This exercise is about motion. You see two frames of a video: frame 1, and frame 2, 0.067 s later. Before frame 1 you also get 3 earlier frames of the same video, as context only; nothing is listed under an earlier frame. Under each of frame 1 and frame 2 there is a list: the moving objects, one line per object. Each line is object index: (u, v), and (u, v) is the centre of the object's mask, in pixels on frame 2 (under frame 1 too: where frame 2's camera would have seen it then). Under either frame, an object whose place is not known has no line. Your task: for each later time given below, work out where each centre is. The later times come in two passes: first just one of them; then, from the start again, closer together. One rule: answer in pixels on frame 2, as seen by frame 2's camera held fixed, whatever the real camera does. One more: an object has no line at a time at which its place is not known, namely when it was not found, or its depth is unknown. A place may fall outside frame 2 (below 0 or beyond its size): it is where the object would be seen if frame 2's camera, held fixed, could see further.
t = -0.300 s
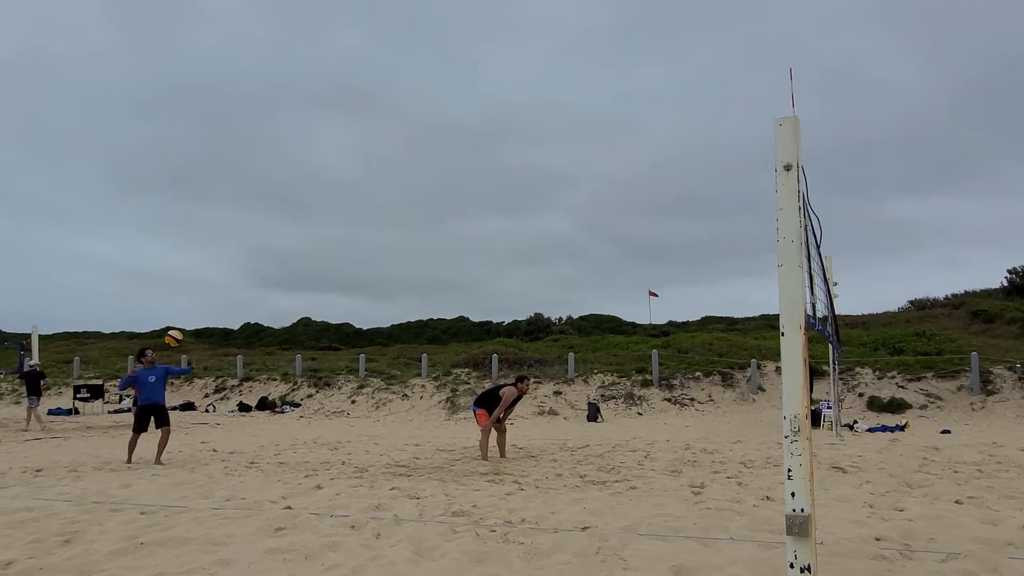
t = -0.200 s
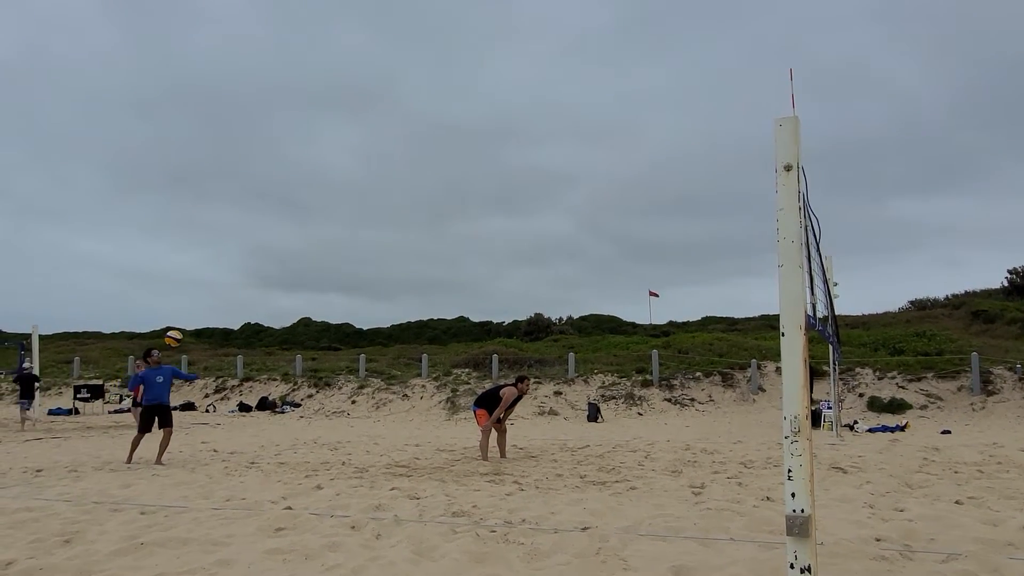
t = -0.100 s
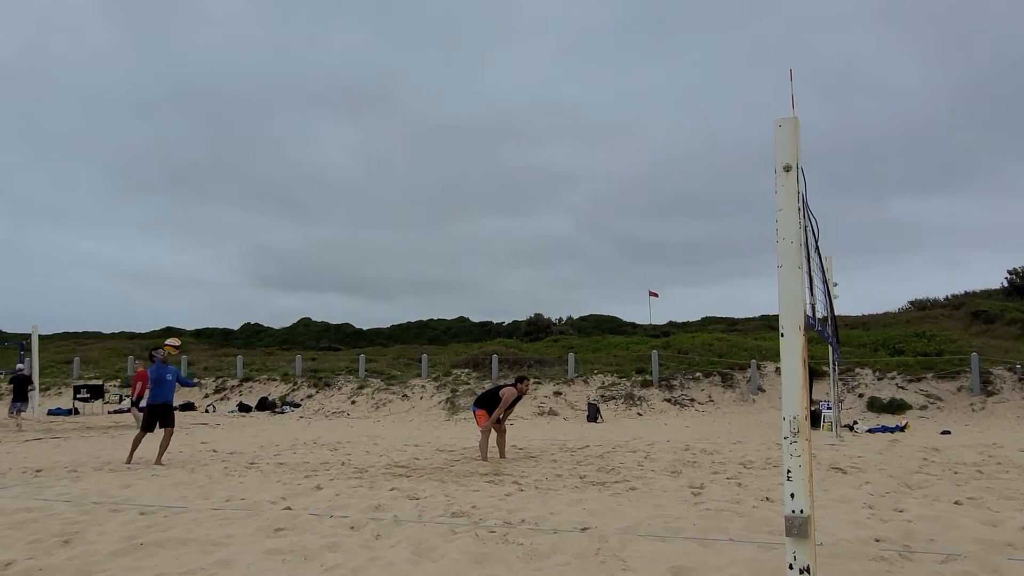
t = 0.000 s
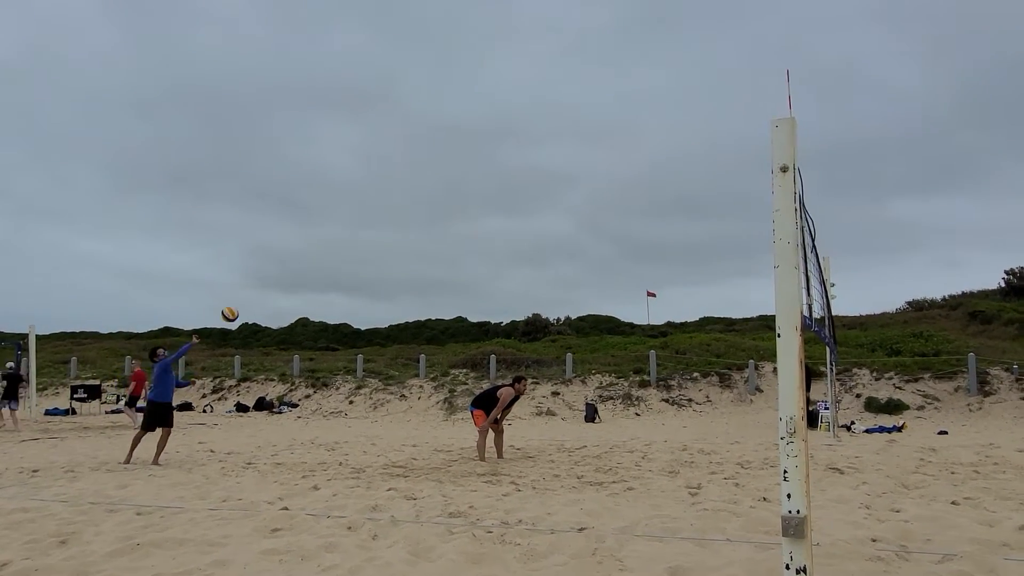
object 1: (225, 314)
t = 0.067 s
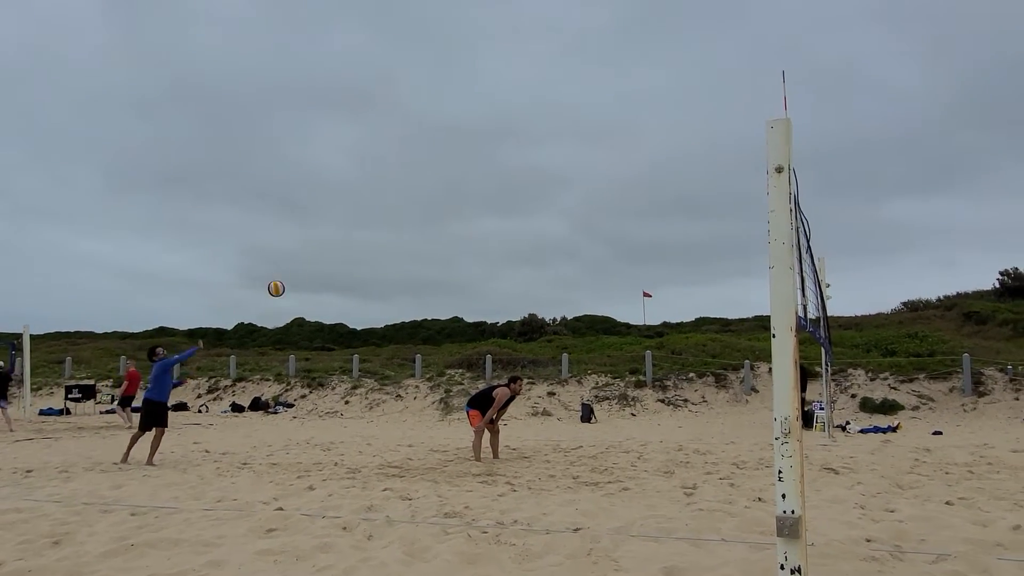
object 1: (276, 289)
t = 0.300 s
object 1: (455, 225)
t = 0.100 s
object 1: (301, 277)
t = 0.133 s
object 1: (327, 266)
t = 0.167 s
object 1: (352, 256)
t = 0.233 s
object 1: (403, 240)
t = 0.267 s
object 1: (428, 232)
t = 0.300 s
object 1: (455, 225)
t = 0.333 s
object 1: (481, 218)
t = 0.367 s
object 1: (507, 213)
